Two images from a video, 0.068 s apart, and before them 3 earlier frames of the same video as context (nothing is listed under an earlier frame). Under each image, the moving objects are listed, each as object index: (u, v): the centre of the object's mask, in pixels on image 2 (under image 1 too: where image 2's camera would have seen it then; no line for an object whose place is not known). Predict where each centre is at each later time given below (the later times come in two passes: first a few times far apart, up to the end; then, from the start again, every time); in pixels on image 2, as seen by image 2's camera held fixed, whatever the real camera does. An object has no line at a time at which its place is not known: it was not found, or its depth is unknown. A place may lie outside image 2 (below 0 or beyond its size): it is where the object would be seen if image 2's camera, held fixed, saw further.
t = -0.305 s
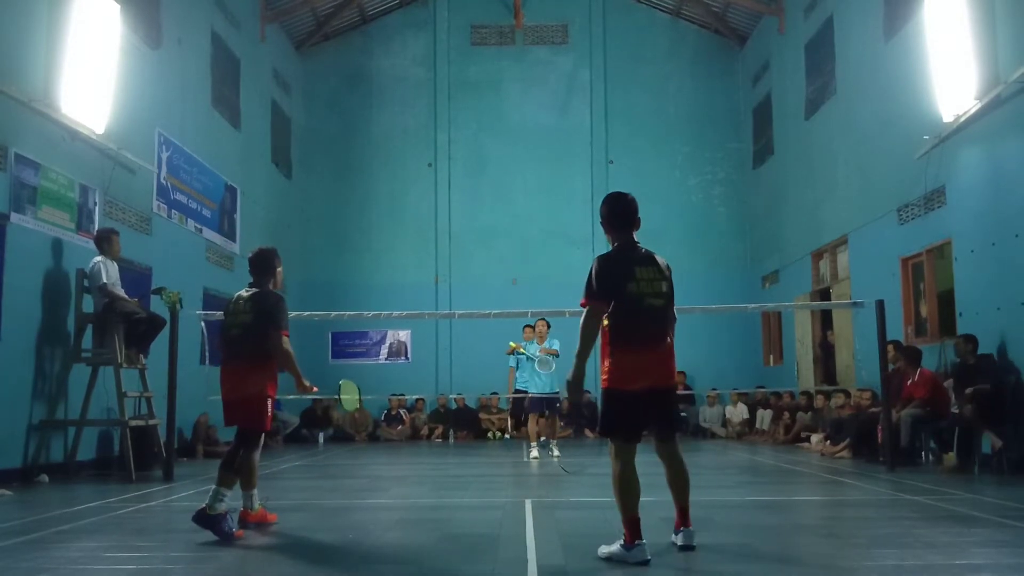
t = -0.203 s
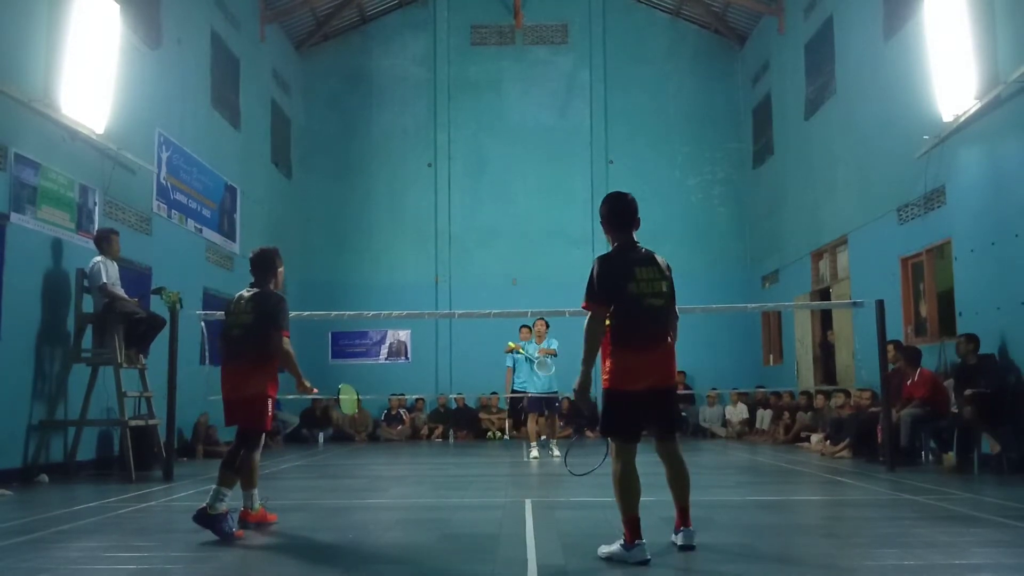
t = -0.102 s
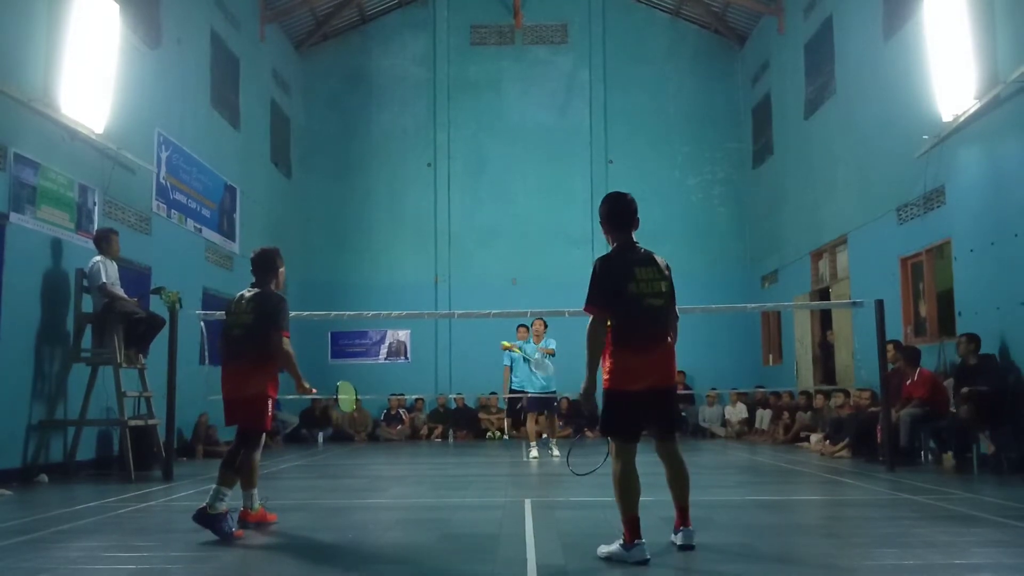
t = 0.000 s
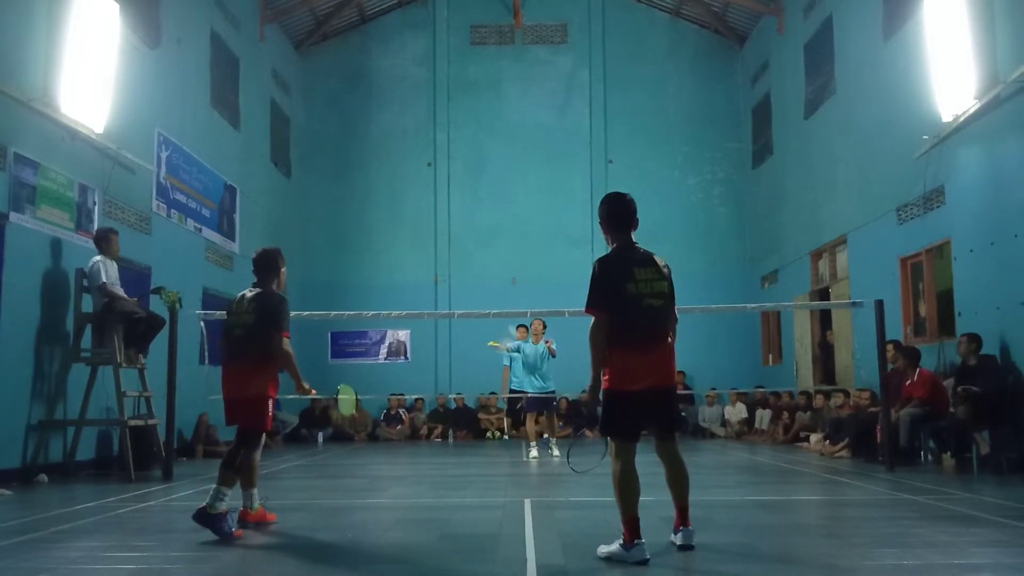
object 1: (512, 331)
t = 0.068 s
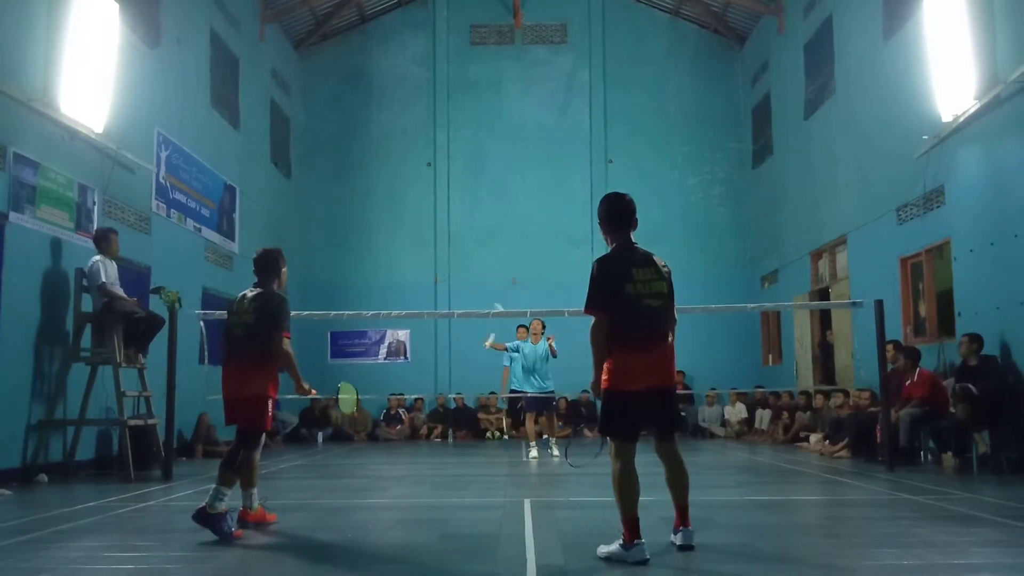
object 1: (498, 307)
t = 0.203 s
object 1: (466, 275)
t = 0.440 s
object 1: (410, 263)
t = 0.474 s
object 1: (402, 267)
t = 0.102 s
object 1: (491, 299)
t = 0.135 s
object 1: (483, 290)
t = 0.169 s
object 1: (474, 282)
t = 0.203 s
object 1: (466, 275)
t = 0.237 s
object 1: (458, 270)
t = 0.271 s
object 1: (450, 266)
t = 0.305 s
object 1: (442, 264)
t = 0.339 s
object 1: (434, 262)
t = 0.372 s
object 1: (426, 261)
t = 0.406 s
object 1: (418, 261)
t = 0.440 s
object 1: (410, 263)
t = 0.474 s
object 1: (402, 267)
